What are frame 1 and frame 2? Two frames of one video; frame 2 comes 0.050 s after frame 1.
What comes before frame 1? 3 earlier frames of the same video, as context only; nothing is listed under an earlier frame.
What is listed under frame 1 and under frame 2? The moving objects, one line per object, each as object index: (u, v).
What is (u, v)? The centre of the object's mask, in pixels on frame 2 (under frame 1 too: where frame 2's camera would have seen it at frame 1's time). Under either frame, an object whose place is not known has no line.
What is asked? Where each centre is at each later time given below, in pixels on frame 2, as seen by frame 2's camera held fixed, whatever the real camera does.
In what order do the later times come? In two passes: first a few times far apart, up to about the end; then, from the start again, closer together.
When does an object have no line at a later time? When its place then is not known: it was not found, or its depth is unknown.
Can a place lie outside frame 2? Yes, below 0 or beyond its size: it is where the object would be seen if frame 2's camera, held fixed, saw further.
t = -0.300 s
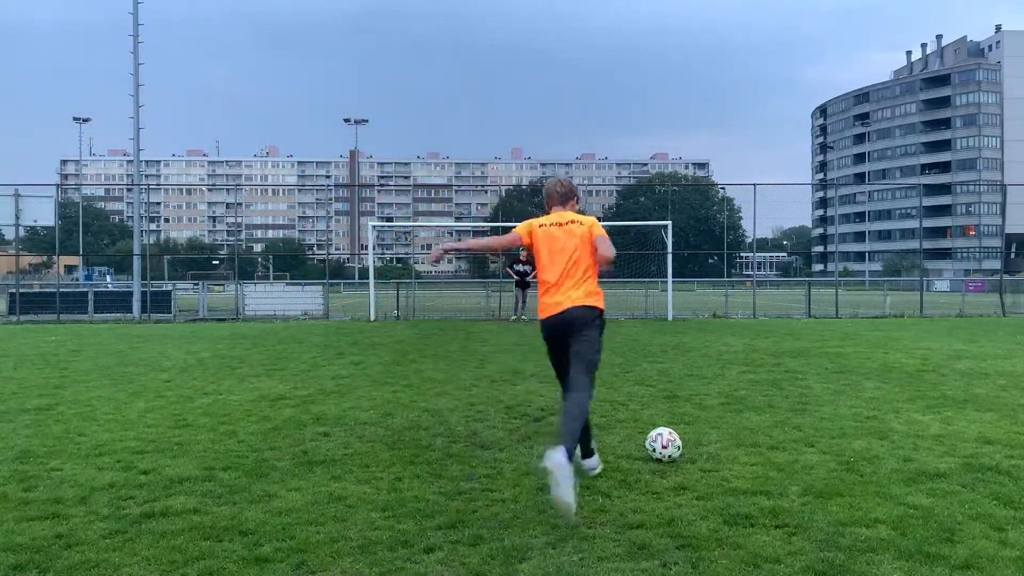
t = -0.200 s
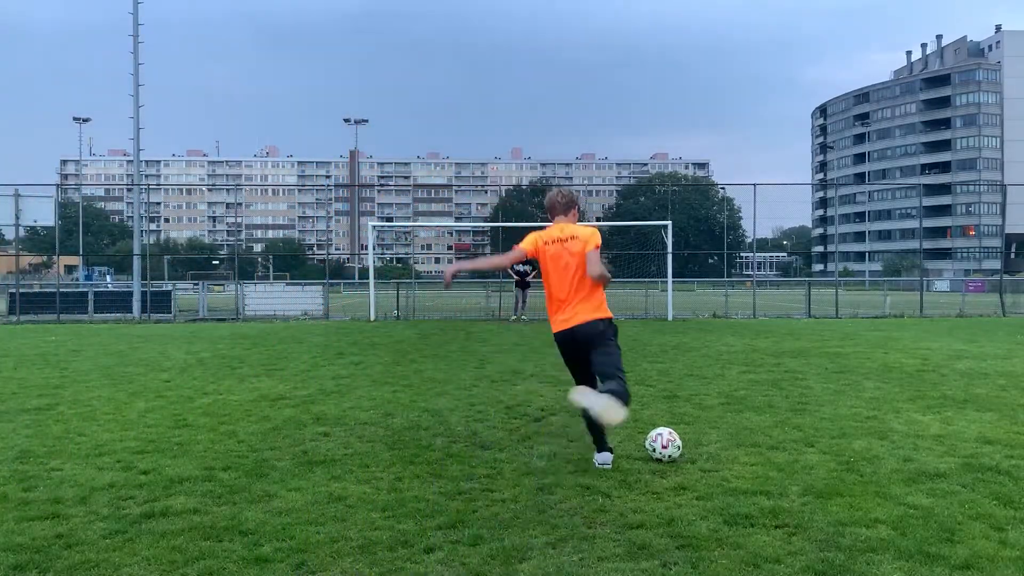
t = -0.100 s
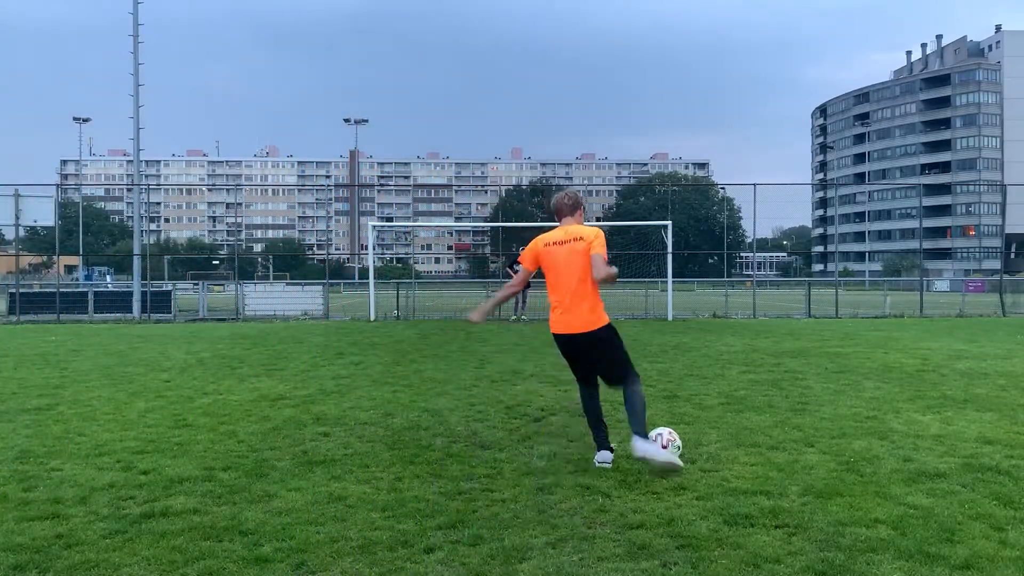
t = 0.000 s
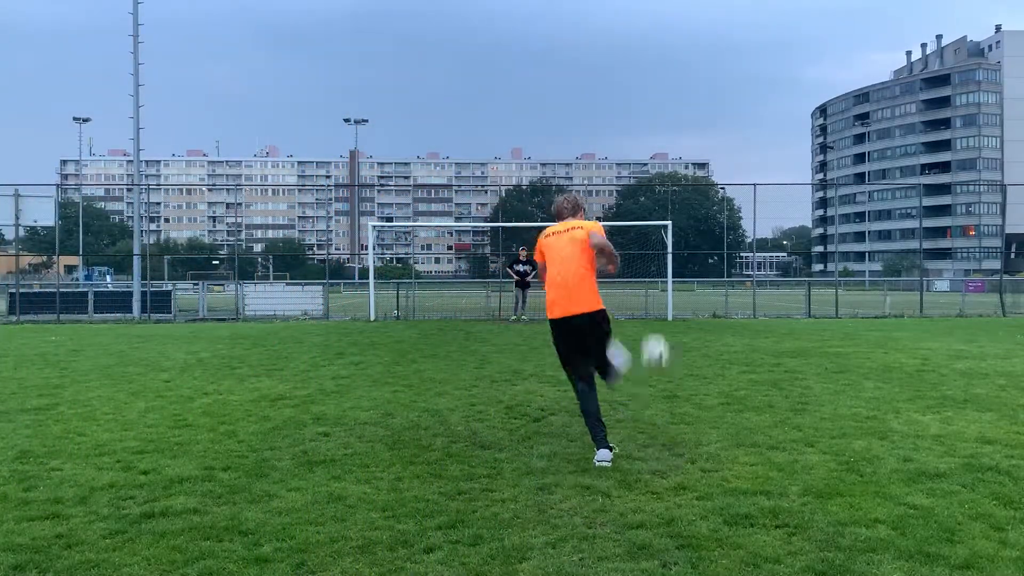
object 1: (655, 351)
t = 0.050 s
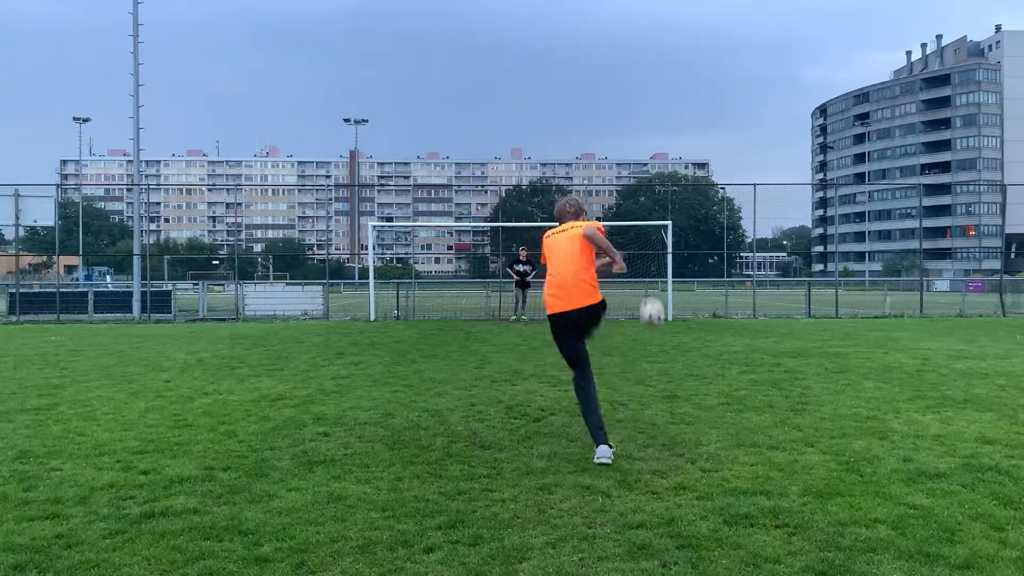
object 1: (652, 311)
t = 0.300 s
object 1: (640, 219)
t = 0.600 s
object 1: (633, 199)
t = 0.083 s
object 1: (650, 291)
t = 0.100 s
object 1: (649, 283)
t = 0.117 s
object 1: (648, 274)
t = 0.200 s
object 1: (643, 242)
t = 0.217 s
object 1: (643, 238)
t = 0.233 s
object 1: (642, 233)
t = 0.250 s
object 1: (641, 230)
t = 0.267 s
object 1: (641, 225)
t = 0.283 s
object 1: (640, 221)
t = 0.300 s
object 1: (640, 219)
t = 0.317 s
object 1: (640, 217)
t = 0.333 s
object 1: (639, 214)
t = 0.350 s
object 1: (639, 211)
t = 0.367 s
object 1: (638, 210)
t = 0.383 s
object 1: (638, 207)
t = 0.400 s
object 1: (637, 206)
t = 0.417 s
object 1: (637, 204)
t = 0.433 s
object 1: (636, 203)
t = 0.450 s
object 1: (636, 202)
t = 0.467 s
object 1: (636, 201)
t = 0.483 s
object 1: (636, 200)
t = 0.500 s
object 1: (635, 200)
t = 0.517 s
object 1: (635, 199)
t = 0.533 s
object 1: (634, 199)
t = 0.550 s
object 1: (634, 199)
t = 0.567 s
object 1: (634, 199)
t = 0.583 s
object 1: (633, 199)
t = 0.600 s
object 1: (633, 199)
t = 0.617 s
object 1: (633, 199)
